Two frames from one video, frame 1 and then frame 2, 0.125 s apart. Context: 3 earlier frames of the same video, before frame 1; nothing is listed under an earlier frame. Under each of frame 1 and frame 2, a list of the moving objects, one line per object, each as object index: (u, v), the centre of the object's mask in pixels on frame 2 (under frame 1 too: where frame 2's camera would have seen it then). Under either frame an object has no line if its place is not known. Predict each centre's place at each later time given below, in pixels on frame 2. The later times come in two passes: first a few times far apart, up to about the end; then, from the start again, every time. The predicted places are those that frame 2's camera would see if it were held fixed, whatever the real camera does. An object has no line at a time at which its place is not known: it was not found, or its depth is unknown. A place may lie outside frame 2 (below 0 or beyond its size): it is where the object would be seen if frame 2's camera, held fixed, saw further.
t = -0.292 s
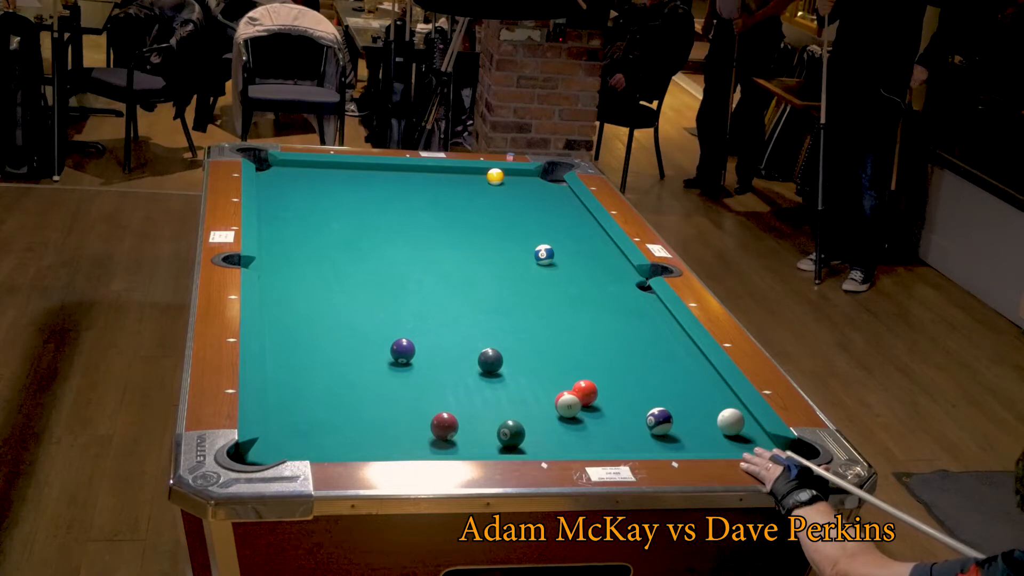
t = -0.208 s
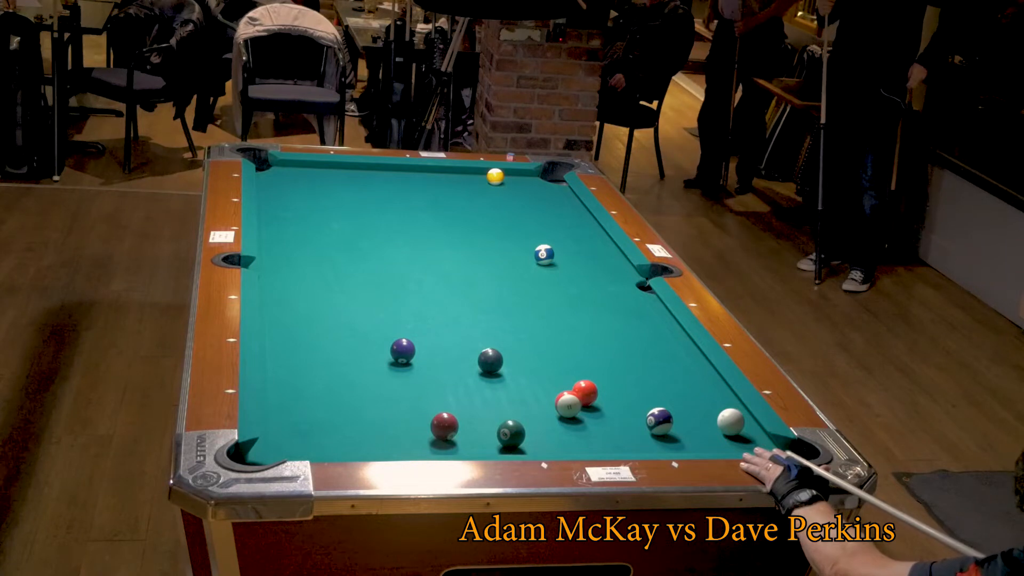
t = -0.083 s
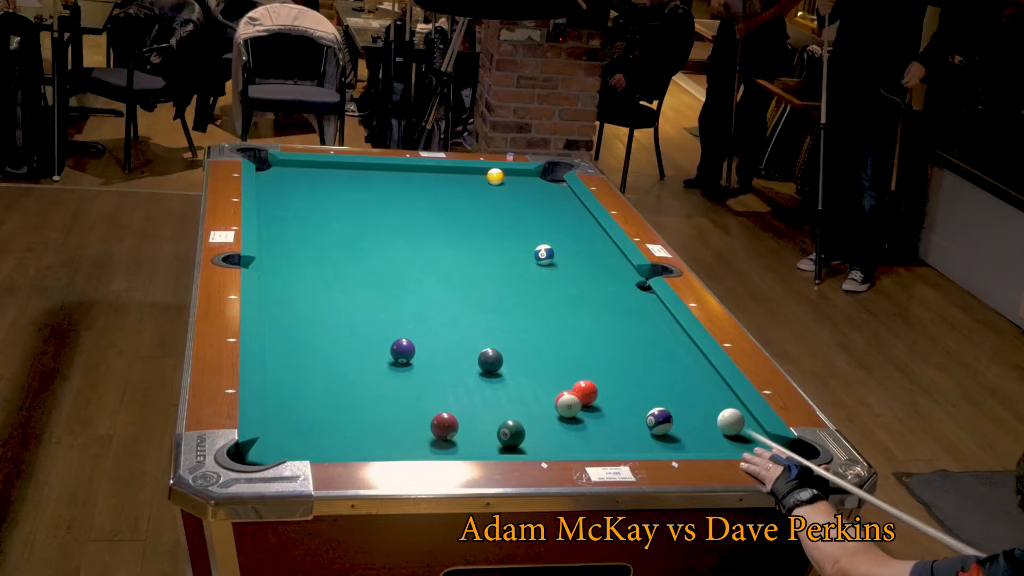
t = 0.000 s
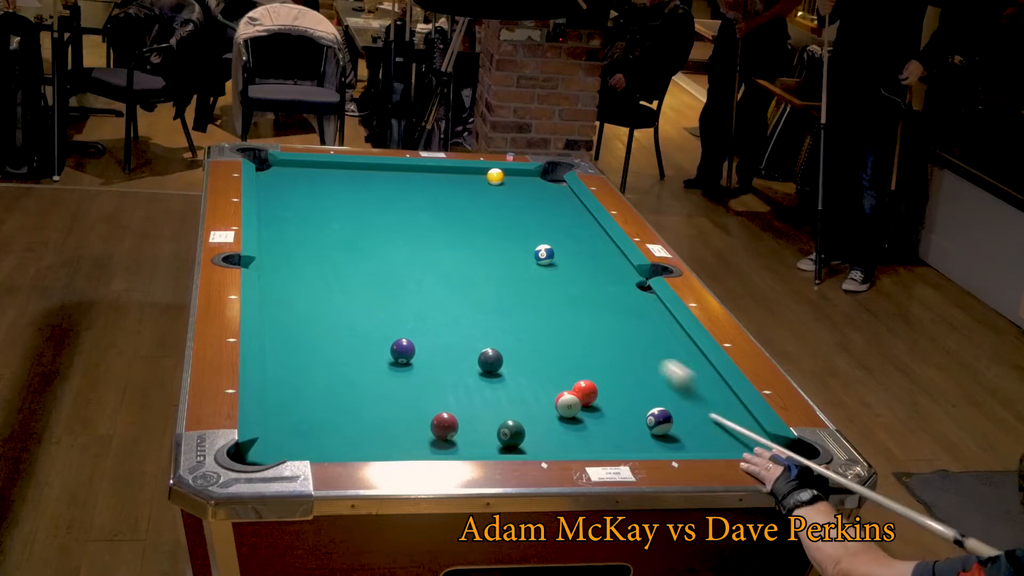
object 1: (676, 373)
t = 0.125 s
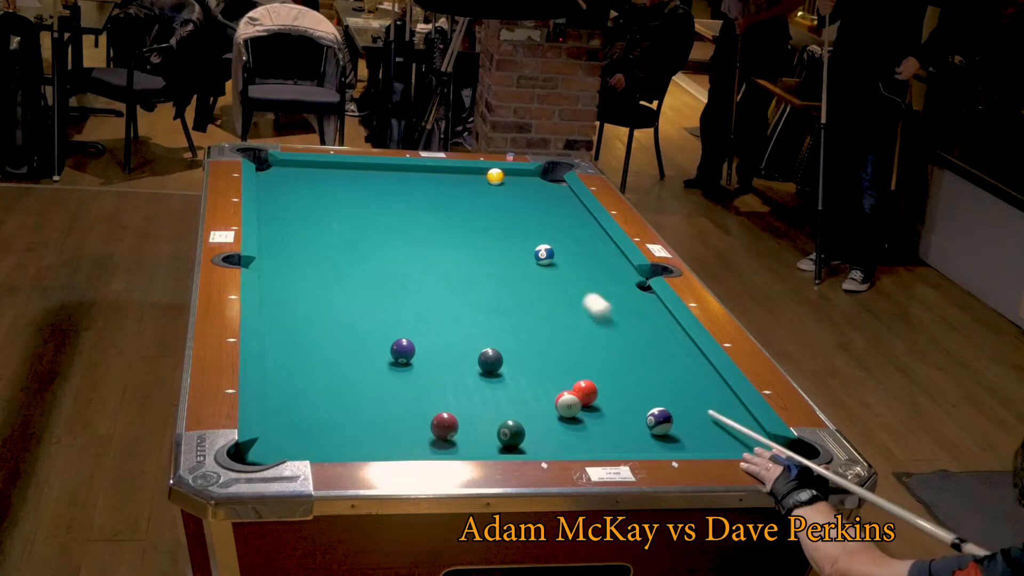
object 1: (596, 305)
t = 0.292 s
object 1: (519, 257)
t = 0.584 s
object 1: (409, 232)
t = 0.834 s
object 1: (323, 213)
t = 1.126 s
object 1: (283, 196)
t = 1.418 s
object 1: (319, 188)
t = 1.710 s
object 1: (352, 181)
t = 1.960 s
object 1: (377, 175)
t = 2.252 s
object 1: (404, 169)
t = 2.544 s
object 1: (426, 171)
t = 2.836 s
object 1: (447, 175)
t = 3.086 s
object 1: (463, 178)
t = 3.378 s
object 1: (480, 181)
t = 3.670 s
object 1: (495, 183)
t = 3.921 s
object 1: (505, 185)
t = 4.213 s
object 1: (515, 187)
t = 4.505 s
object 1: (524, 188)
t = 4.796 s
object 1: (529, 188)
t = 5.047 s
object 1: (531, 189)
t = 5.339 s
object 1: (531, 189)
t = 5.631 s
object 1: (530, 188)
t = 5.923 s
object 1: (531, 189)
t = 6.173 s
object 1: (531, 189)
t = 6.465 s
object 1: (530, 188)
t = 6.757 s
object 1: (530, 188)
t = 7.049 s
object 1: (530, 188)
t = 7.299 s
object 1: (530, 188)
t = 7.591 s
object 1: (530, 188)
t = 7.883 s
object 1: (530, 188)
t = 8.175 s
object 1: (530, 188)
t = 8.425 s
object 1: (530, 189)
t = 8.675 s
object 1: (530, 189)
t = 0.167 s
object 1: (575, 287)
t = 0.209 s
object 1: (556, 271)
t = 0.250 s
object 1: (537, 259)
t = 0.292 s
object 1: (519, 257)
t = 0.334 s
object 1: (501, 253)
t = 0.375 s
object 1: (485, 250)
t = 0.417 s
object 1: (469, 246)
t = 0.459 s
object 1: (454, 242)
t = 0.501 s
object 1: (439, 239)
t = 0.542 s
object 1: (424, 236)
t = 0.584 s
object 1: (409, 232)
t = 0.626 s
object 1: (394, 229)
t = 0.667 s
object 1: (380, 225)
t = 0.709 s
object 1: (365, 222)
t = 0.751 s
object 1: (351, 219)
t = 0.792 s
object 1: (337, 216)
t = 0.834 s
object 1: (323, 213)
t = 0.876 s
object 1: (310, 209)
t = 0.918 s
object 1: (296, 206)
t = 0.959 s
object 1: (282, 203)
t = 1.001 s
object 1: (269, 200)
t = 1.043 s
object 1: (269, 198)
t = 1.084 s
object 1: (277, 197)
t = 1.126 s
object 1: (283, 196)
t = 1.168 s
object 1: (288, 195)
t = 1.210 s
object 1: (294, 194)
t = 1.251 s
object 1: (299, 193)
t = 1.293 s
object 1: (304, 191)
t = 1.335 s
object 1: (309, 190)
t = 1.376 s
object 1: (314, 189)
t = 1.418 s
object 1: (319, 188)
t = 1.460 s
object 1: (324, 187)
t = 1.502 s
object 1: (329, 186)
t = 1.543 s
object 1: (334, 185)
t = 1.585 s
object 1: (339, 184)
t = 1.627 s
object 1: (343, 183)
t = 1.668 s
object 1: (348, 182)
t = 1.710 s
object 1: (352, 181)
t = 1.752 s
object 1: (356, 180)
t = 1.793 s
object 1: (361, 179)
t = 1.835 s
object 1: (365, 178)
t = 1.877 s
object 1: (369, 177)
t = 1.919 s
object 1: (373, 176)
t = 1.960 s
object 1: (377, 175)
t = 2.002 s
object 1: (381, 174)
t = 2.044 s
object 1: (385, 173)
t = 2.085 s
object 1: (389, 173)
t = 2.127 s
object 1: (393, 172)
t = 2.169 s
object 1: (396, 171)
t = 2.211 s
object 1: (400, 170)
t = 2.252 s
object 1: (404, 169)
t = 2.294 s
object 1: (407, 168)
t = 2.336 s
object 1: (411, 168)
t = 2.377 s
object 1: (414, 169)
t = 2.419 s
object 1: (417, 170)
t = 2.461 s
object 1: (420, 170)
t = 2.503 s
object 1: (423, 171)
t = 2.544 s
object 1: (426, 171)
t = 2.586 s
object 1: (429, 172)
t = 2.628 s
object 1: (433, 172)
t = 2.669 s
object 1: (436, 173)
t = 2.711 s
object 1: (439, 174)
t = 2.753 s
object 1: (442, 174)
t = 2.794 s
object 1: (444, 174)
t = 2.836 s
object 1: (447, 175)
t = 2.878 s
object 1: (450, 175)
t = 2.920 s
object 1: (453, 176)
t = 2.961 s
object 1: (455, 176)
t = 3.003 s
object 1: (458, 177)
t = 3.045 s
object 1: (461, 177)
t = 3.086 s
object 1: (463, 178)
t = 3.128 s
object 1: (466, 178)
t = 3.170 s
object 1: (468, 179)
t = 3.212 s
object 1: (471, 179)
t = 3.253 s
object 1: (473, 179)
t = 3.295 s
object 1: (476, 180)
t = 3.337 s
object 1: (478, 180)
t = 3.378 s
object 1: (480, 181)
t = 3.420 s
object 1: (482, 181)
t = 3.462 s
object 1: (485, 182)
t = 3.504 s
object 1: (487, 182)
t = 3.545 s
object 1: (489, 182)
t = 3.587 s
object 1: (491, 183)
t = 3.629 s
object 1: (493, 183)
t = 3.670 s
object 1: (495, 183)
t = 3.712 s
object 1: (497, 184)
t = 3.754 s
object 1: (499, 184)
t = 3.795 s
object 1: (500, 184)
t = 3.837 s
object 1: (502, 184)
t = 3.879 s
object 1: (504, 185)
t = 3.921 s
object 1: (505, 185)
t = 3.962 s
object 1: (507, 185)
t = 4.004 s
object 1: (508, 185)
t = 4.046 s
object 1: (510, 186)
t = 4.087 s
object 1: (511, 186)
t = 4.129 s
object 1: (513, 186)
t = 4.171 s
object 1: (514, 186)
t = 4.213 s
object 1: (515, 187)
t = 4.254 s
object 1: (517, 187)
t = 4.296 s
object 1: (518, 187)
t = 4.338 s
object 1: (519, 187)
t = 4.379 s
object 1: (520, 187)
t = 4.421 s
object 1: (521, 187)
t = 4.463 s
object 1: (522, 187)
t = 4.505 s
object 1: (524, 188)
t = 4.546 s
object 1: (524, 188)
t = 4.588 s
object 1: (525, 188)
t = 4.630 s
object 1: (526, 188)
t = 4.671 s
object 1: (527, 188)
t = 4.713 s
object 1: (528, 188)
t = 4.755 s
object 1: (528, 188)
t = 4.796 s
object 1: (529, 188)
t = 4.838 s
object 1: (529, 189)
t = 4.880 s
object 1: (530, 189)
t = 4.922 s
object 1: (530, 189)
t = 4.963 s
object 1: (530, 189)
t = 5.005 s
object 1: (531, 189)
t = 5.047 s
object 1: (531, 189)
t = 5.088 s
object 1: (531, 189)
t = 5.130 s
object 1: (531, 190)
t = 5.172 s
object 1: (531, 189)
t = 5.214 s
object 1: (531, 185)
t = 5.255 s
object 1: (531, 187)
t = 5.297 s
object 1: (531, 189)
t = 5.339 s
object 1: (531, 189)
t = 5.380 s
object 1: (531, 189)
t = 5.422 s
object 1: (531, 188)
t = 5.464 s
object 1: (531, 188)
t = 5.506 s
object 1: (531, 188)
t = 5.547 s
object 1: (531, 188)
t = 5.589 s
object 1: (531, 188)
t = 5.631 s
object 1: (530, 188)
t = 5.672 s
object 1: (530, 188)
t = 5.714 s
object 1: (530, 188)
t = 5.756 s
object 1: (530, 188)
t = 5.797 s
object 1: (530, 188)
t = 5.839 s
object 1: (530, 188)
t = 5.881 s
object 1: (530, 188)
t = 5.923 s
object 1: (531, 189)
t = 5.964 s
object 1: (531, 188)
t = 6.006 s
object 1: (531, 188)
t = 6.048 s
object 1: (531, 188)
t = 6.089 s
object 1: (531, 189)
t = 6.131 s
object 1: (531, 189)
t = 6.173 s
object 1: (531, 189)
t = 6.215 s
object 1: (531, 189)
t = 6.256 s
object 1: (530, 188)
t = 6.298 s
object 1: (531, 189)
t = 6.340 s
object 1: (531, 189)
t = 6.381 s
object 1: (530, 188)
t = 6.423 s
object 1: (531, 188)
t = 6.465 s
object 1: (530, 188)
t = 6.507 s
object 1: (530, 188)
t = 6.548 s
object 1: (530, 188)
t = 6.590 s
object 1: (530, 188)
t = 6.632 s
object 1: (530, 188)
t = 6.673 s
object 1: (530, 189)
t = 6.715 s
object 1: (530, 189)
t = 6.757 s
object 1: (530, 188)
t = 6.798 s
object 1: (530, 188)
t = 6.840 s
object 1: (530, 188)
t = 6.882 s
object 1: (530, 188)
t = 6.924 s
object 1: (530, 188)
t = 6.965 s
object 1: (530, 188)
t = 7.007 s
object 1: (530, 188)
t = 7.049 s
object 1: (530, 188)
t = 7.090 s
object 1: (530, 189)
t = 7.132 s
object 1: (530, 189)
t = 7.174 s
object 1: (530, 188)
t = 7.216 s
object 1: (530, 188)
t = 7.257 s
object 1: (530, 188)
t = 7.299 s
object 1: (530, 188)
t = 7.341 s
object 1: (530, 188)
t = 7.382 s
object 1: (530, 188)
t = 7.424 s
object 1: (530, 188)
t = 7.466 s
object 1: (530, 188)
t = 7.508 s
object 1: (530, 188)
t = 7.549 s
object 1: (530, 188)
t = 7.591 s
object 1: (530, 188)
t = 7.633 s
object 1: (530, 188)
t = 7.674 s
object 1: (530, 188)
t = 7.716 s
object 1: (530, 188)
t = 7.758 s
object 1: (530, 188)
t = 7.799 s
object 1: (530, 188)
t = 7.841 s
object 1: (530, 188)
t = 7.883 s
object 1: (530, 188)
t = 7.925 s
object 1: (530, 188)
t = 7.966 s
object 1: (530, 188)
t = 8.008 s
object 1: (530, 188)
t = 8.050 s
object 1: (530, 188)
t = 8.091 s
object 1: (530, 188)
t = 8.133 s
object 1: (530, 188)
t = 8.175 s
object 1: (530, 188)
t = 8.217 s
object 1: (530, 188)
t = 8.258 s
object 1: (530, 188)
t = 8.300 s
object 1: (530, 188)
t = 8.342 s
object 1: (530, 188)
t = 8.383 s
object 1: (530, 189)
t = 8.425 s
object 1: (530, 189)
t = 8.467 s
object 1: (530, 189)
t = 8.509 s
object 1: (530, 188)
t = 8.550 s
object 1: (530, 188)
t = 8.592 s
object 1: (530, 189)
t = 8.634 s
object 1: (530, 188)
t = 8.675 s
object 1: (530, 189)
